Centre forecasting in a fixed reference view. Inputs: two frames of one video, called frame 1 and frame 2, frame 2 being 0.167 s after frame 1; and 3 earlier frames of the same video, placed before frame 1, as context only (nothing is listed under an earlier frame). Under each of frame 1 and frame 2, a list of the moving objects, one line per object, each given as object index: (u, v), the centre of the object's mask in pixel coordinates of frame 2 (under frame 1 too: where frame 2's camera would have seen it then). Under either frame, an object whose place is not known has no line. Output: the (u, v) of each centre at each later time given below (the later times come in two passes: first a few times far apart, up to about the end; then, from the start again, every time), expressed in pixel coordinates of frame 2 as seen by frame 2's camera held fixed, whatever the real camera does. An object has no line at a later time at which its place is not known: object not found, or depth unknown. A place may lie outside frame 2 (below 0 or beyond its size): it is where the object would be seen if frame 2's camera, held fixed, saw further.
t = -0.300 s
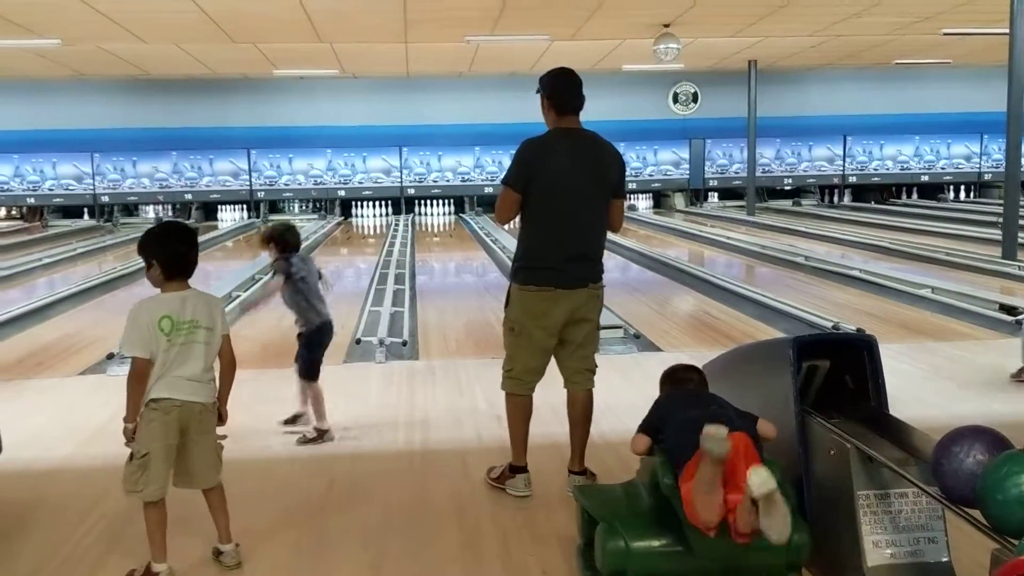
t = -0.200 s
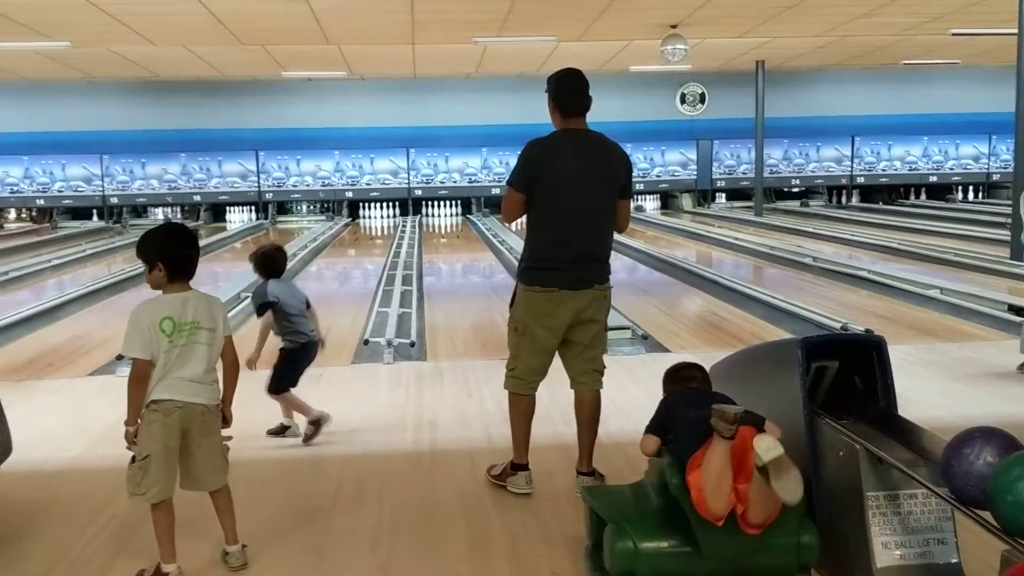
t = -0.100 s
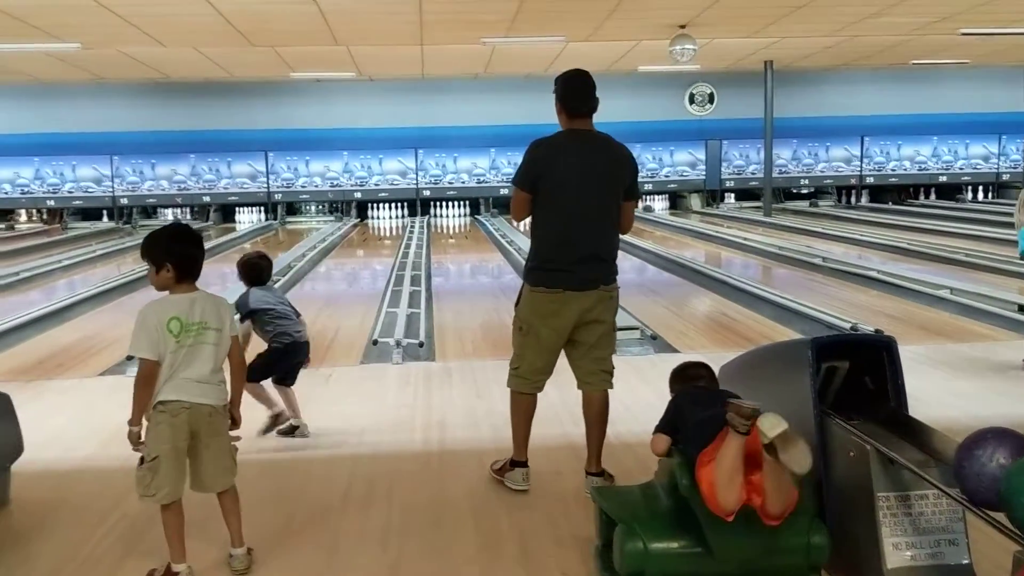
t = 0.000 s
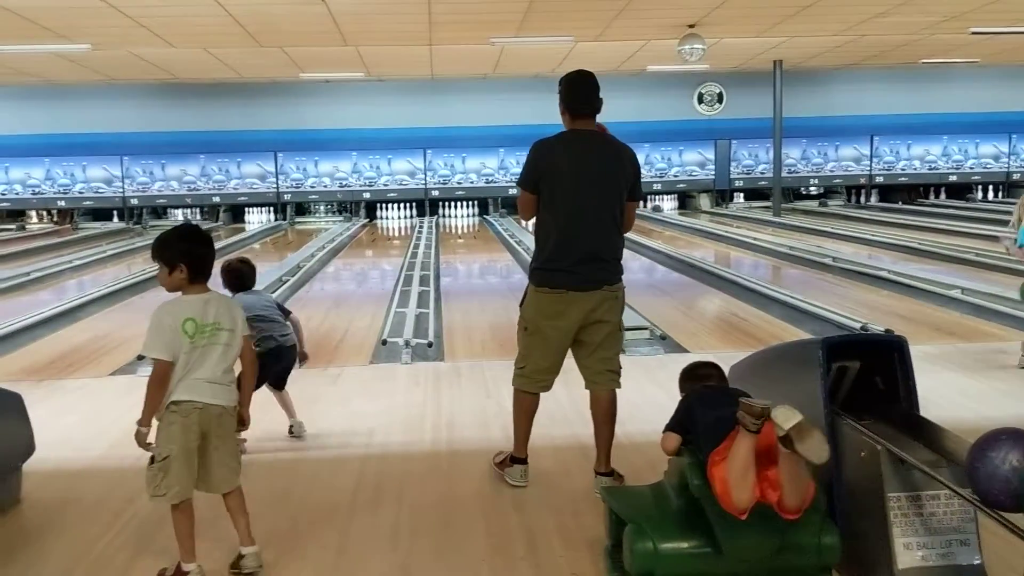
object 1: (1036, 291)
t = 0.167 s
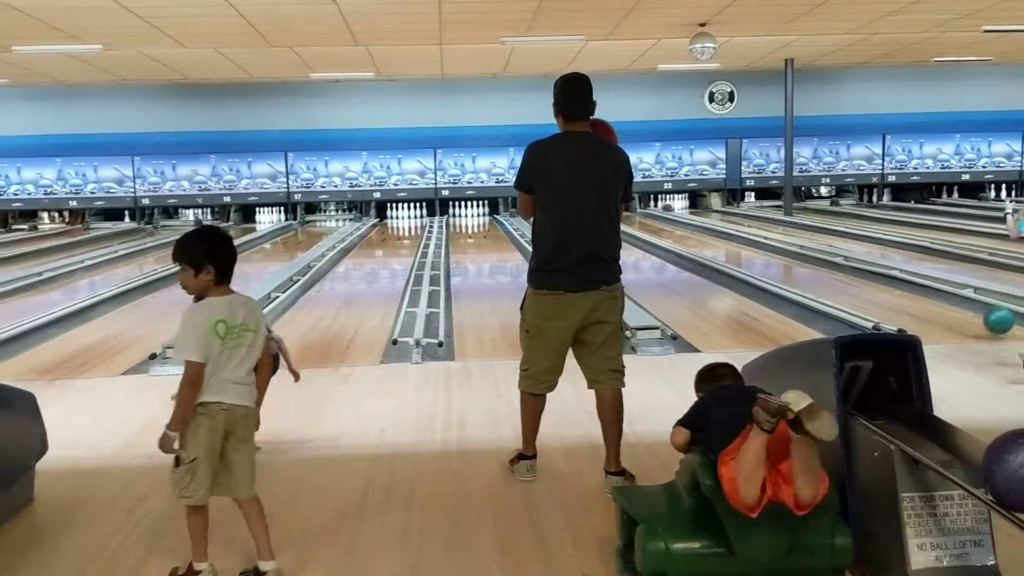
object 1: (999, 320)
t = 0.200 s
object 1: (990, 320)
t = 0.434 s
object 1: (935, 304)
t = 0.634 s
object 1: (896, 293)
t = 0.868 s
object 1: (857, 281)
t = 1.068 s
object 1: (830, 273)
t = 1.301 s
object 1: (801, 267)
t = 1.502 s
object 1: (780, 261)
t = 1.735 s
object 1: (757, 256)
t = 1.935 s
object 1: (740, 251)
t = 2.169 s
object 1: (722, 247)
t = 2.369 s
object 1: (707, 244)
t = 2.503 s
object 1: (698, 243)
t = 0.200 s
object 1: (990, 320)
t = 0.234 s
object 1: (981, 316)
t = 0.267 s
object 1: (972, 312)
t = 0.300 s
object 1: (965, 309)
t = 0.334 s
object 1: (957, 309)
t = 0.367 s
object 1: (949, 309)
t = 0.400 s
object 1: (942, 307)
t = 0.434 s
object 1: (935, 304)
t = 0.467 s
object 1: (928, 302)
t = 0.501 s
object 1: (921, 300)
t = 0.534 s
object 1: (914, 299)
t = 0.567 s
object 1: (908, 297)
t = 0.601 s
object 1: (902, 294)
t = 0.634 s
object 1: (896, 293)
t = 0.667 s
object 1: (890, 291)
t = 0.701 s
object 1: (884, 289)
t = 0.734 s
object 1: (878, 287)
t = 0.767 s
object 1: (873, 286)
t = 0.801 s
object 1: (868, 284)
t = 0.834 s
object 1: (862, 283)
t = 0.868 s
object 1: (857, 281)
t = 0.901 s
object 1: (853, 280)
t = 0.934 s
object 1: (848, 279)
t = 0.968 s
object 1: (843, 277)
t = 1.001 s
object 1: (839, 276)
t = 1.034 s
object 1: (834, 274)
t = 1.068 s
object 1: (830, 273)
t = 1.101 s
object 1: (826, 273)
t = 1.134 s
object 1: (822, 271)
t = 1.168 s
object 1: (817, 271)
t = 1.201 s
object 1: (814, 269)
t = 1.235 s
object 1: (810, 268)
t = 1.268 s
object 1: (806, 268)
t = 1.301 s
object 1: (801, 267)
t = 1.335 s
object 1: (798, 266)
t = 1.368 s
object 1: (794, 265)
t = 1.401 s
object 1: (791, 264)
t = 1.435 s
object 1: (787, 263)
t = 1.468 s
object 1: (784, 262)
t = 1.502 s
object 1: (780, 261)
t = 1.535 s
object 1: (776, 260)
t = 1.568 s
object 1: (773, 260)
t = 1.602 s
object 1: (770, 259)
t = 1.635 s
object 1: (766, 258)
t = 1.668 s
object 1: (763, 257)
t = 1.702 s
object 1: (760, 257)
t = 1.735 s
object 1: (757, 256)
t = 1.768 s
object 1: (754, 256)
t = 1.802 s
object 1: (751, 255)
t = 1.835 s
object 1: (748, 254)
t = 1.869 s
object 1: (746, 253)
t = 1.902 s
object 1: (743, 252)
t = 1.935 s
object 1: (740, 251)
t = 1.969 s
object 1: (738, 251)
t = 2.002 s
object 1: (735, 250)
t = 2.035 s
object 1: (732, 250)
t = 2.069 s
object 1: (729, 249)
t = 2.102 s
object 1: (727, 248)
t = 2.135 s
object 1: (724, 248)
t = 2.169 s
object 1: (722, 247)
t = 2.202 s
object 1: (719, 247)
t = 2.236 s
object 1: (717, 246)
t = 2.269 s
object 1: (714, 246)
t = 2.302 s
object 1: (712, 245)
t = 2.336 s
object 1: (710, 245)
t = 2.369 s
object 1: (707, 244)
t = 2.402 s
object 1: (705, 244)
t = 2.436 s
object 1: (703, 243)
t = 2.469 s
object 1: (700, 243)
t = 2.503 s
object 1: (698, 243)
